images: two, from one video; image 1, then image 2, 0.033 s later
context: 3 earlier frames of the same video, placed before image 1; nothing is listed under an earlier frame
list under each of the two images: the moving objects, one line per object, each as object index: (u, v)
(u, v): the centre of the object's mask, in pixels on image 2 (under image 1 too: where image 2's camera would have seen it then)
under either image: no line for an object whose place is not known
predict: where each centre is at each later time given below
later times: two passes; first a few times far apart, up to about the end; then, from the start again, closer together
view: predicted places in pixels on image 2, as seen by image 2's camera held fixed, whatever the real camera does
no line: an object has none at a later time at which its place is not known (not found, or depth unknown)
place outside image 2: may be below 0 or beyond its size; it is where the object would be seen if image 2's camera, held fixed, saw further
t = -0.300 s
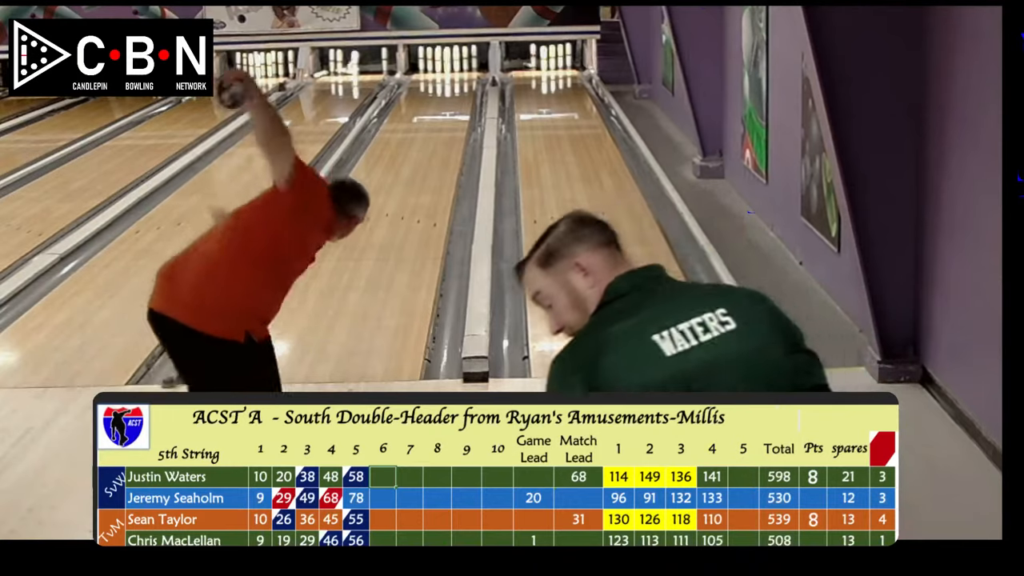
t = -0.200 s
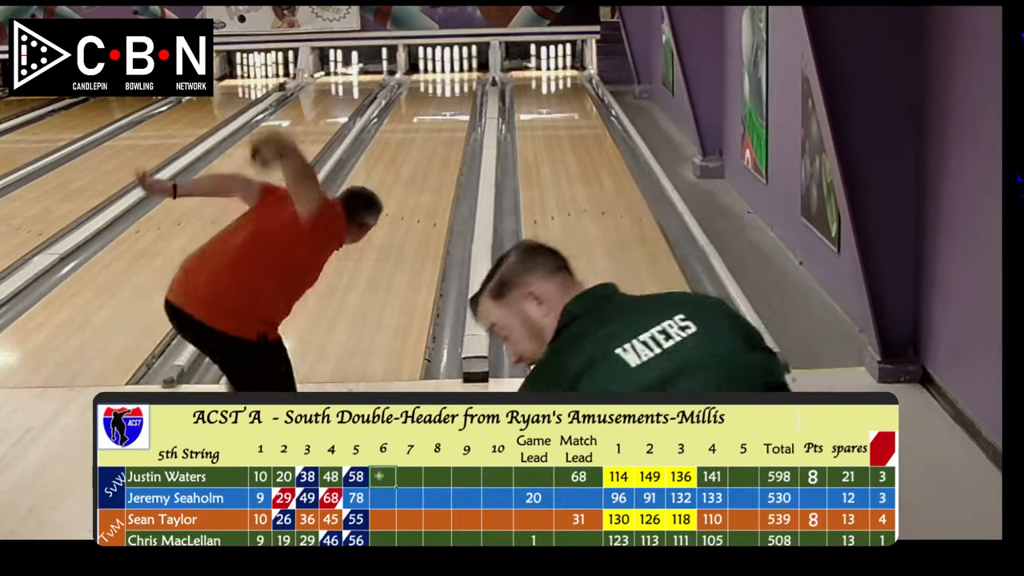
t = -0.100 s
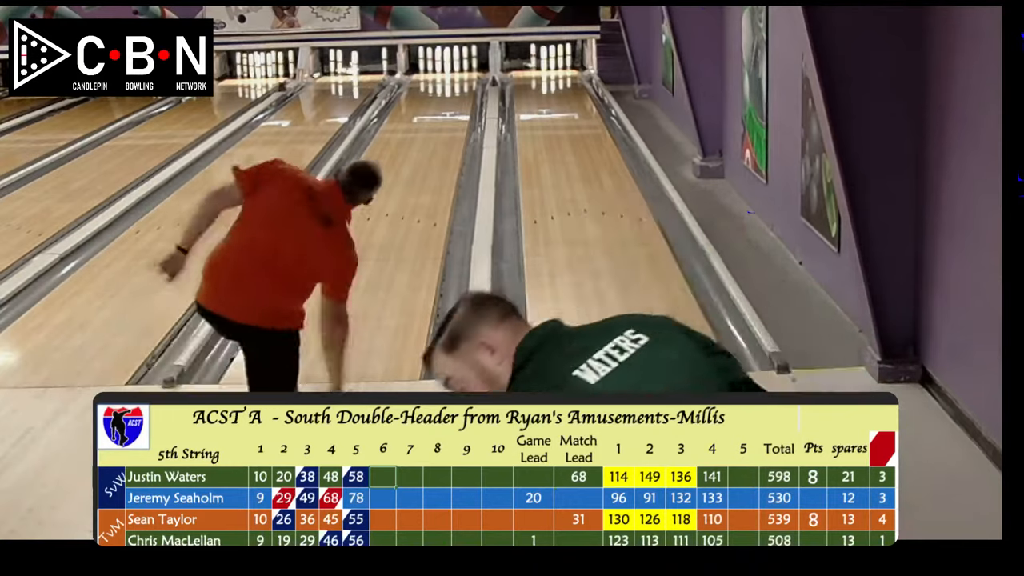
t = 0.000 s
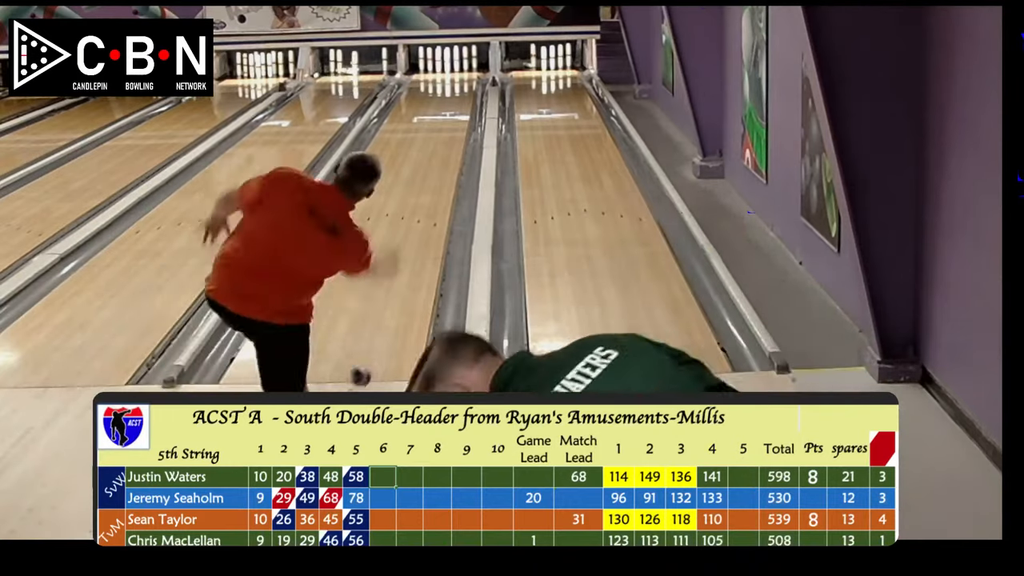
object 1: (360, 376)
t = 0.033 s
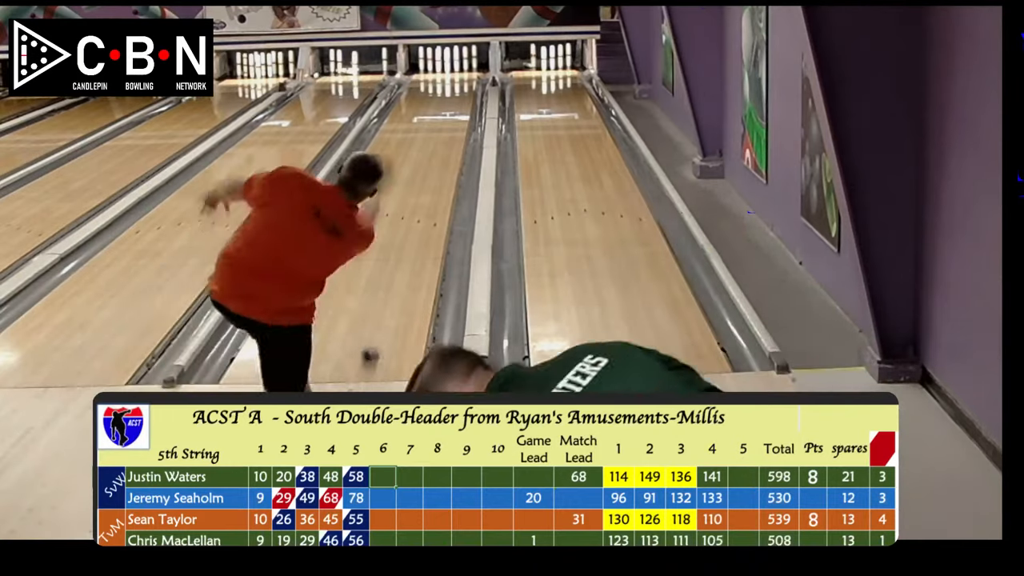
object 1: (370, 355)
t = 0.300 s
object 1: (411, 195)
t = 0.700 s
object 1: (432, 109)
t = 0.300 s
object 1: (411, 195)
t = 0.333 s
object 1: (414, 186)
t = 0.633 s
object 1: (429, 122)
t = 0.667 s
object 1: (430, 118)
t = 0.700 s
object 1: (432, 109)
